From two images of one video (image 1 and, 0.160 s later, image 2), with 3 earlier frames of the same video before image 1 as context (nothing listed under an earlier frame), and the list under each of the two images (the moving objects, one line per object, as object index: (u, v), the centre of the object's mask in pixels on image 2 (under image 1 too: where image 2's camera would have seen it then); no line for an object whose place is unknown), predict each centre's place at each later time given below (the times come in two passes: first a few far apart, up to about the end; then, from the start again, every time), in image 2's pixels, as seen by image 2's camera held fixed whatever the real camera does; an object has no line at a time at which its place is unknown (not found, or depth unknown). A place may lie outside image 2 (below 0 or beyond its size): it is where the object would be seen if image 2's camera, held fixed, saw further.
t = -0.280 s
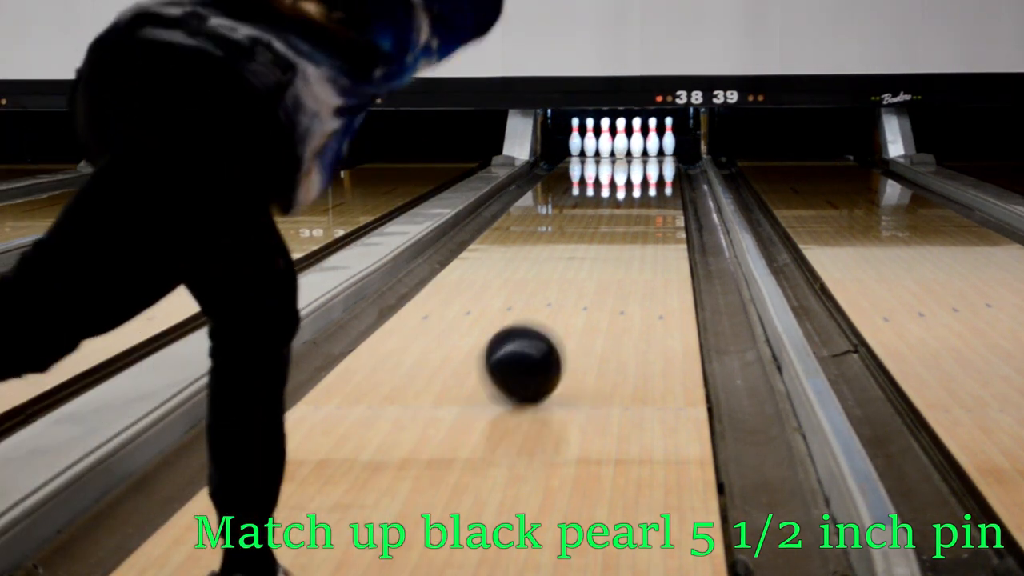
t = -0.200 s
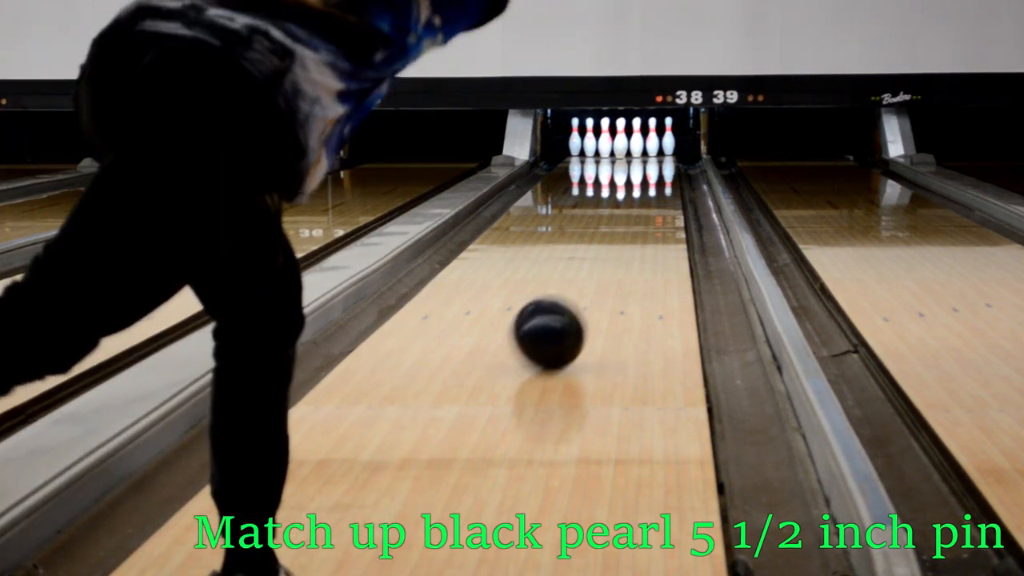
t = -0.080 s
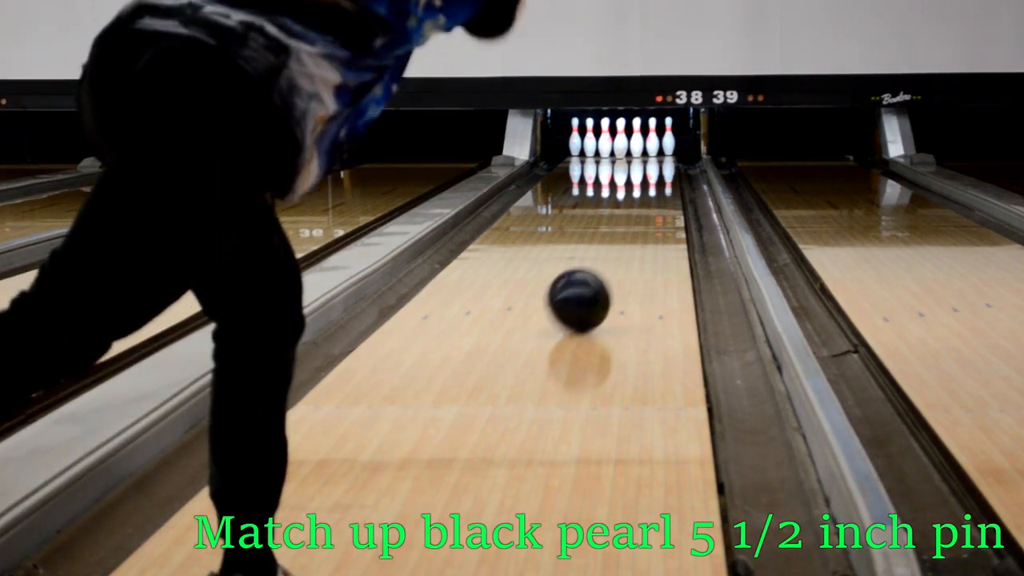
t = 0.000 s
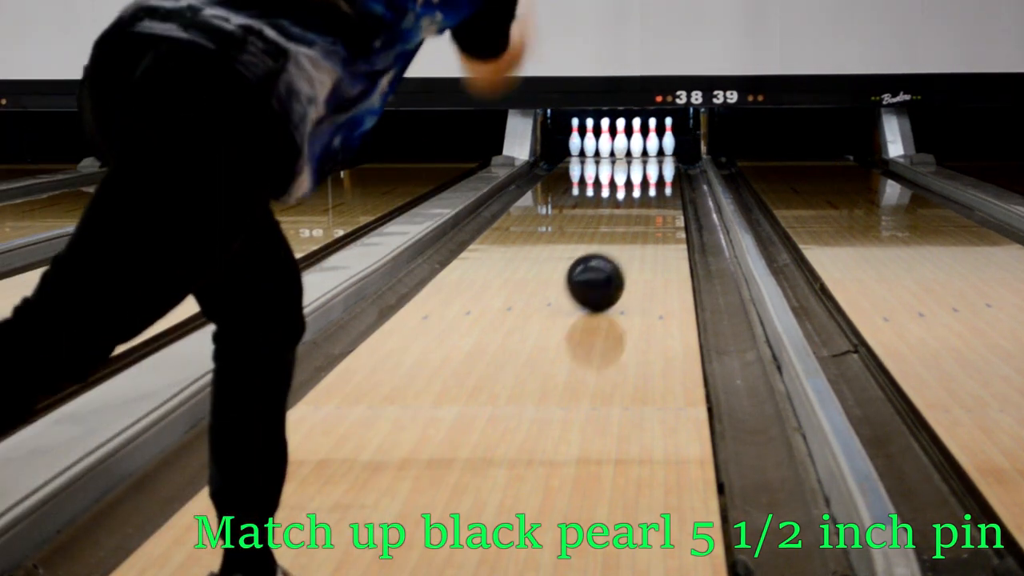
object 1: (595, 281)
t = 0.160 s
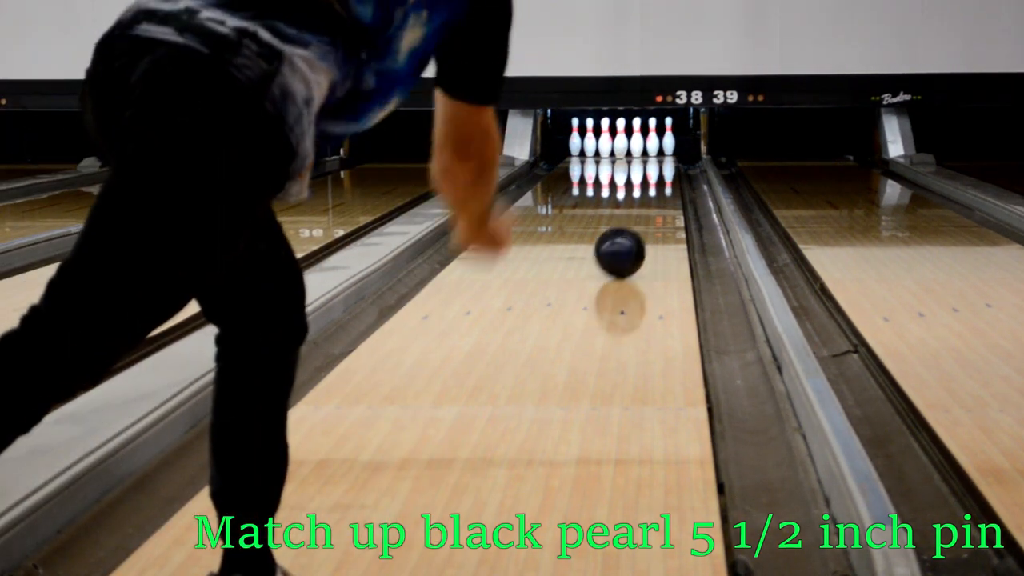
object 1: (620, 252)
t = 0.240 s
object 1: (630, 240)
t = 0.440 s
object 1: (649, 216)
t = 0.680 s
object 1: (665, 195)
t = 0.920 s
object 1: (673, 179)
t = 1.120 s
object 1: (673, 169)
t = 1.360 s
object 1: (665, 160)
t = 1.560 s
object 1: (652, 154)
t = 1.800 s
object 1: (634, 148)
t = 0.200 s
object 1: (625, 246)
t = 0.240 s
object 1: (630, 240)
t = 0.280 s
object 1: (634, 235)
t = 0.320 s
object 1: (638, 230)
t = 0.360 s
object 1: (642, 225)
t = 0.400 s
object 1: (646, 220)
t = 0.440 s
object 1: (649, 216)
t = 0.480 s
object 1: (652, 212)
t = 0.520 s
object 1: (655, 209)
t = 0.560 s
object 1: (658, 206)
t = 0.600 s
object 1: (660, 202)
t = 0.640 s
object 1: (663, 198)
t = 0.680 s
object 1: (665, 195)
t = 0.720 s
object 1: (666, 192)
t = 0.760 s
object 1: (668, 189)
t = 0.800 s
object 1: (671, 185)
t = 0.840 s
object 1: (671, 184)
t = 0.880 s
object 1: (672, 182)
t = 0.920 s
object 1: (673, 179)
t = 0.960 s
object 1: (674, 177)
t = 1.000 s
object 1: (674, 175)
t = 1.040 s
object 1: (674, 173)
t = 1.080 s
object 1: (674, 172)
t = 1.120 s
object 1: (673, 169)
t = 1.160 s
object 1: (672, 168)
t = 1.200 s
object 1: (671, 166)
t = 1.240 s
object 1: (671, 165)
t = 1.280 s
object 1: (669, 163)
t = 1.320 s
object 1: (668, 162)
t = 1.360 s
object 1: (665, 160)
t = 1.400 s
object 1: (663, 159)
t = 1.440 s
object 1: (661, 157)
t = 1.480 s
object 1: (659, 156)
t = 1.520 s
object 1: (655, 155)
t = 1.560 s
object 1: (652, 154)
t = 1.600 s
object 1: (650, 152)
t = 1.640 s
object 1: (645, 152)
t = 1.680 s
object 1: (642, 151)
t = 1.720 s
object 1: (638, 150)
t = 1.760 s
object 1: (636, 149)
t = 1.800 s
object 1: (634, 148)
